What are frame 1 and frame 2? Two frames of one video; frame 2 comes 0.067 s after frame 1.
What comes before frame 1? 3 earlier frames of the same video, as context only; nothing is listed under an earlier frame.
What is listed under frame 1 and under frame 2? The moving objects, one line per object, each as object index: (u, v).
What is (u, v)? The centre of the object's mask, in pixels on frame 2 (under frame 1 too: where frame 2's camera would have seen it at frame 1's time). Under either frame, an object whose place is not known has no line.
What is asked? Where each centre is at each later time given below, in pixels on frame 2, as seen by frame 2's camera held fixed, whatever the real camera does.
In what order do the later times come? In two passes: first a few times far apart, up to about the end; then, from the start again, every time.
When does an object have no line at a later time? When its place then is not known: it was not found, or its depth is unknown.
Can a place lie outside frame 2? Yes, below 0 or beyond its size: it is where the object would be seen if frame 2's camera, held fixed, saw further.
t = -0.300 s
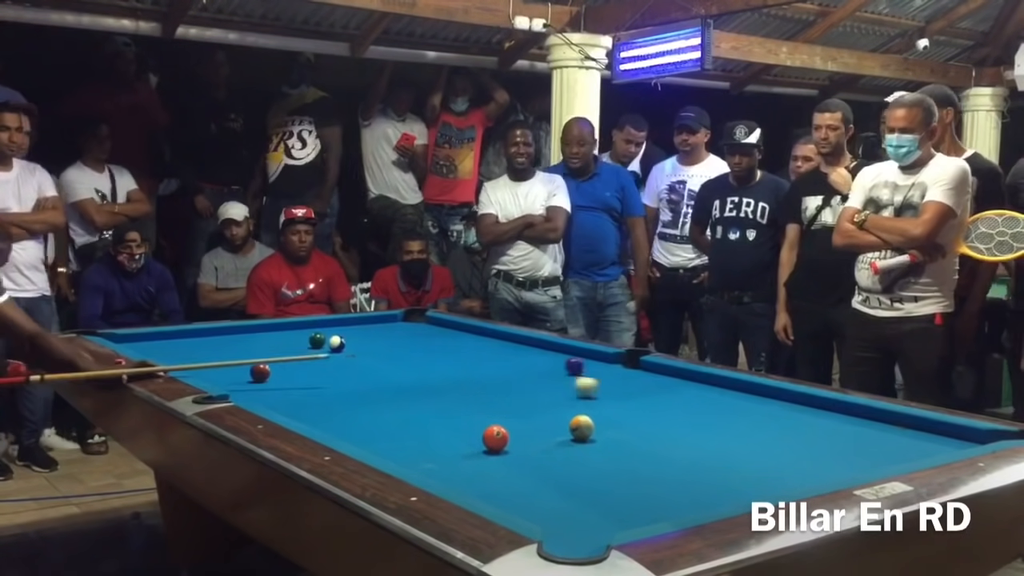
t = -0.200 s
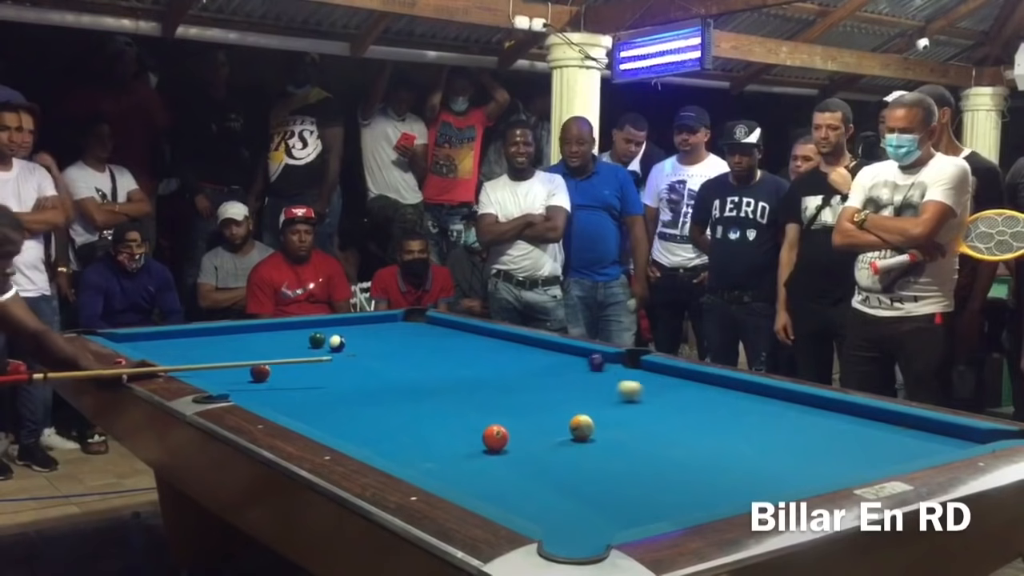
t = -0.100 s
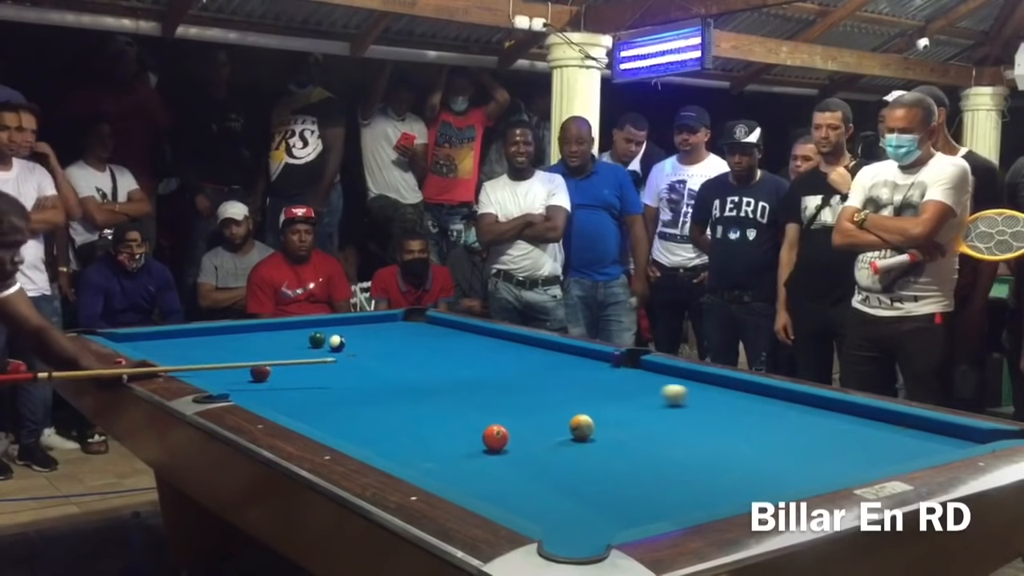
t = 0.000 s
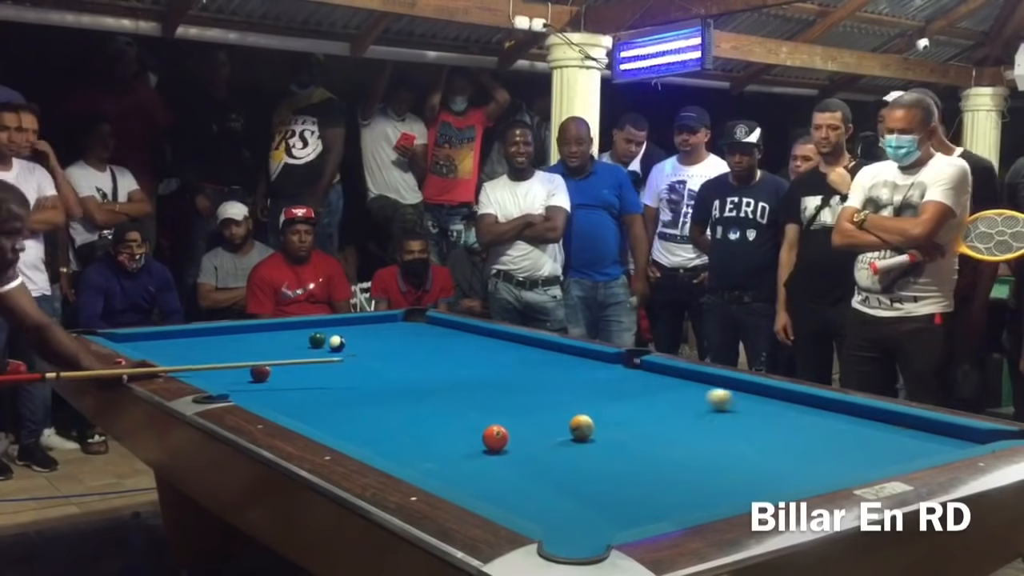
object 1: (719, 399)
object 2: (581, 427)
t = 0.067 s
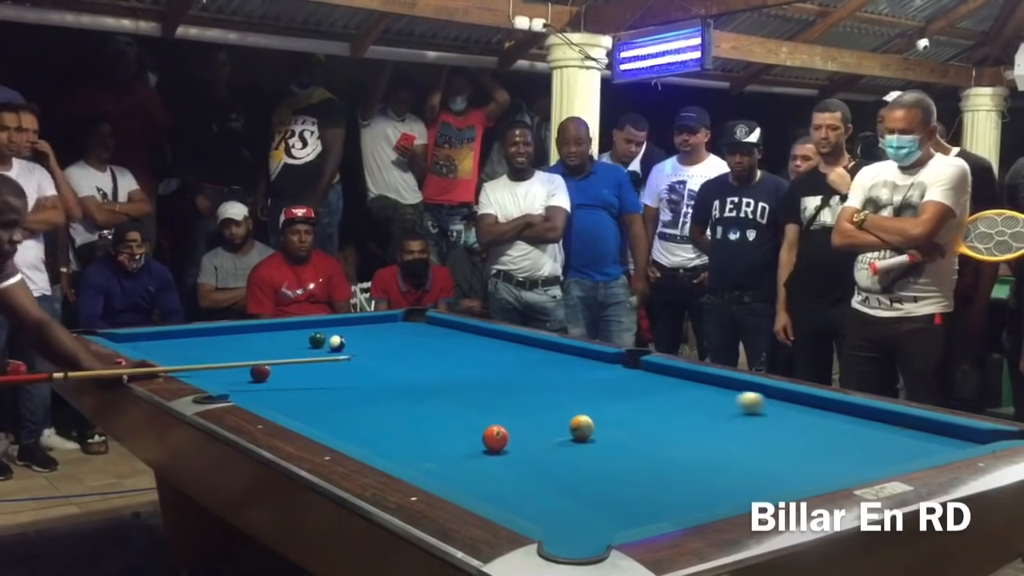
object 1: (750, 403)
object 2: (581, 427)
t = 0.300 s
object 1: (863, 413)
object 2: (581, 427)
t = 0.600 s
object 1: (930, 434)
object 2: (582, 427)
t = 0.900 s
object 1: (940, 444)
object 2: (582, 427)
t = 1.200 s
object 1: (864, 442)
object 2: (581, 427)
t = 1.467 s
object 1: (801, 438)
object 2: (581, 427)
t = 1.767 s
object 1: (736, 434)
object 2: (582, 427)
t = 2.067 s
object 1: (677, 430)
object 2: (582, 427)
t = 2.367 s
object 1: (622, 427)
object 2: (581, 427)
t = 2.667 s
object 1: (591, 423)
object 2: (566, 428)
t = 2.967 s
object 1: (572, 419)
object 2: (546, 430)
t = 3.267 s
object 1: (557, 415)
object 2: (529, 430)
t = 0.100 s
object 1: (766, 404)
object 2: (581, 427)
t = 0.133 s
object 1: (782, 405)
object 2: (581, 427)
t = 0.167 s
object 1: (799, 407)
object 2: (581, 427)
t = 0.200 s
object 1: (815, 409)
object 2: (582, 427)
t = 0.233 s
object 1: (831, 410)
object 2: (581, 427)
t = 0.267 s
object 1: (847, 412)
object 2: (582, 427)
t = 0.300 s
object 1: (863, 413)
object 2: (581, 427)
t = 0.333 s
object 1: (880, 415)
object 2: (582, 427)
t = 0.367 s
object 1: (890, 417)
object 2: (582, 427)
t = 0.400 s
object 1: (895, 420)
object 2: (582, 427)
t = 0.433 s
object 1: (901, 422)
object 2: (582, 427)
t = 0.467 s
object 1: (906, 424)
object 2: (582, 427)
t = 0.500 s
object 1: (912, 426)
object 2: (582, 427)
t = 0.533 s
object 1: (918, 429)
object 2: (582, 427)
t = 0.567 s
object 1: (924, 431)
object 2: (582, 427)
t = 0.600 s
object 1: (930, 434)
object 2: (582, 427)
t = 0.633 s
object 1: (936, 436)
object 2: (582, 427)
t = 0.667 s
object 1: (941, 439)
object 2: (582, 427)
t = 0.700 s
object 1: (947, 440)
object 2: (582, 427)
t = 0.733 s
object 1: (953, 441)
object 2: (582, 427)
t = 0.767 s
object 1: (959, 442)
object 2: (582, 427)
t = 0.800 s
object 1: (964, 443)
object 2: (582, 427)
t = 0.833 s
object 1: (957, 443)
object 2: (582, 427)
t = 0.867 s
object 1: (949, 443)
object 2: (581, 427)
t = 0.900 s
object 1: (940, 444)
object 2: (582, 427)
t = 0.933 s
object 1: (932, 445)
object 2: (582, 427)
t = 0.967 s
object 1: (923, 445)
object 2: (582, 427)
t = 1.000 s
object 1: (915, 446)
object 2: (582, 427)
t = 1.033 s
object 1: (906, 445)
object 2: (582, 427)
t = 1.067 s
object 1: (898, 445)
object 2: (582, 427)
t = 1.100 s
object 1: (889, 445)
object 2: (581, 427)
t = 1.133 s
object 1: (880, 444)
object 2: (581, 427)
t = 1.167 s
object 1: (872, 443)
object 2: (582, 427)
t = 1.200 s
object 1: (864, 442)
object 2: (581, 427)
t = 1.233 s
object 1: (856, 442)
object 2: (581, 427)
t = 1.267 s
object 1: (847, 441)
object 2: (582, 427)
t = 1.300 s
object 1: (839, 441)
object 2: (582, 427)
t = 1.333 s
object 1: (832, 440)
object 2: (582, 427)
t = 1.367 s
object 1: (823, 440)
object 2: (581, 427)
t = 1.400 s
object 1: (816, 439)
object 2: (582, 427)
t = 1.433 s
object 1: (809, 439)
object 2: (581, 427)
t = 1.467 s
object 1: (801, 438)
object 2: (581, 427)
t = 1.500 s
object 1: (793, 438)
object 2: (582, 427)
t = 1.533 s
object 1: (786, 437)
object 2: (582, 427)
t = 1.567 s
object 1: (778, 437)
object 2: (582, 427)
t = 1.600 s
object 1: (771, 436)
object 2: (582, 427)
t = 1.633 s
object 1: (764, 436)
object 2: (581, 427)
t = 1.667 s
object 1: (757, 435)
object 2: (581, 427)
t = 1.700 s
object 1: (750, 435)
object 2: (582, 427)
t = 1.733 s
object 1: (743, 434)
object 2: (582, 427)
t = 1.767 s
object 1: (736, 434)
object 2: (582, 427)
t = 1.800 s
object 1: (729, 433)
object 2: (582, 427)
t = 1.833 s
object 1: (722, 433)
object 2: (581, 427)
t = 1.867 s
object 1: (715, 433)
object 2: (582, 427)
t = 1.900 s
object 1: (709, 432)
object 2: (581, 427)
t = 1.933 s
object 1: (702, 432)
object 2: (581, 427)
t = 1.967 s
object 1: (695, 431)
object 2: (581, 427)
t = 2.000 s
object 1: (689, 430)
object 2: (581, 427)
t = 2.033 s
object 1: (683, 430)
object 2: (581, 427)
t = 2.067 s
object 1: (677, 430)
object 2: (582, 427)
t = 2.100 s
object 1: (671, 430)
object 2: (582, 427)
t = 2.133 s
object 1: (664, 429)
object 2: (582, 427)
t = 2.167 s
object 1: (658, 429)
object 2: (582, 427)
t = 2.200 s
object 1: (652, 429)
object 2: (581, 427)
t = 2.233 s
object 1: (646, 428)
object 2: (581, 427)
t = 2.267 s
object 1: (640, 428)
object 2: (581, 427)
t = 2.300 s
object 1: (634, 428)
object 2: (581, 427)
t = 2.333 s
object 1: (628, 427)
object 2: (581, 427)
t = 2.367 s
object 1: (622, 427)
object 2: (581, 427)
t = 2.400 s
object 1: (616, 427)
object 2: (581, 427)
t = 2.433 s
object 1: (611, 426)
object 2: (581, 427)
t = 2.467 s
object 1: (606, 426)
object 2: (581, 427)
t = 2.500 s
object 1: (602, 425)
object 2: (579, 428)
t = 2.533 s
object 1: (600, 425)
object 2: (577, 428)
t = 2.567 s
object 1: (598, 424)
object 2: (574, 428)
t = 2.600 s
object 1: (595, 424)
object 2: (571, 428)
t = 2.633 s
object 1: (593, 423)
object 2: (569, 428)
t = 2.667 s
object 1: (591, 423)
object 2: (566, 428)
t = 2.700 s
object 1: (588, 422)
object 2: (564, 428)
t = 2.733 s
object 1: (586, 422)
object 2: (562, 429)
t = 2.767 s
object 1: (584, 421)
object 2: (559, 429)
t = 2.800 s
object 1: (582, 421)
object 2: (557, 429)
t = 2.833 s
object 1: (580, 420)
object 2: (555, 429)
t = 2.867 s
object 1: (578, 420)
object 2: (553, 429)
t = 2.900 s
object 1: (576, 419)
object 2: (551, 429)
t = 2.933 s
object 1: (574, 419)
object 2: (548, 429)
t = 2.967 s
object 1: (572, 419)
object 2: (546, 430)
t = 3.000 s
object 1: (571, 418)
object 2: (544, 430)
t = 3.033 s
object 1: (569, 418)
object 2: (542, 430)
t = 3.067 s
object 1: (567, 418)
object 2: (540, 430)
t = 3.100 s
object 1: (565, 417)
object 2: (538, 430)
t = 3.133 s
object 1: (564, 416)
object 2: (536, 430)
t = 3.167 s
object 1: (562, 416)
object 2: (535, 430)
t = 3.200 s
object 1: (560, 416)
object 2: (533, 430)
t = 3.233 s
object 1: (558, 415)
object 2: (531, 430)
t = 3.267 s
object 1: (557, 415)
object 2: (529, 430)
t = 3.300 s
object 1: (555, 415)
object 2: (528, 431)
